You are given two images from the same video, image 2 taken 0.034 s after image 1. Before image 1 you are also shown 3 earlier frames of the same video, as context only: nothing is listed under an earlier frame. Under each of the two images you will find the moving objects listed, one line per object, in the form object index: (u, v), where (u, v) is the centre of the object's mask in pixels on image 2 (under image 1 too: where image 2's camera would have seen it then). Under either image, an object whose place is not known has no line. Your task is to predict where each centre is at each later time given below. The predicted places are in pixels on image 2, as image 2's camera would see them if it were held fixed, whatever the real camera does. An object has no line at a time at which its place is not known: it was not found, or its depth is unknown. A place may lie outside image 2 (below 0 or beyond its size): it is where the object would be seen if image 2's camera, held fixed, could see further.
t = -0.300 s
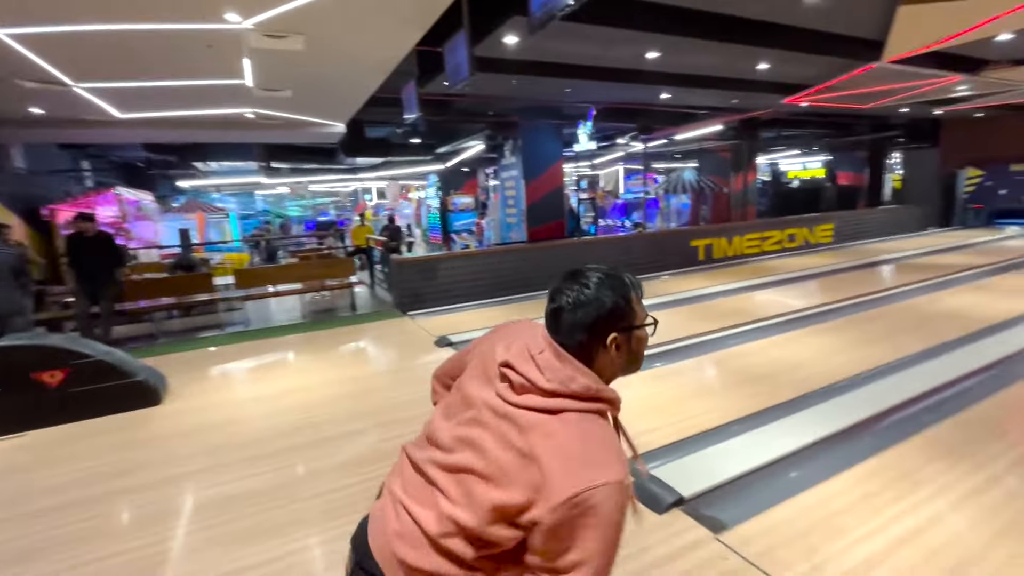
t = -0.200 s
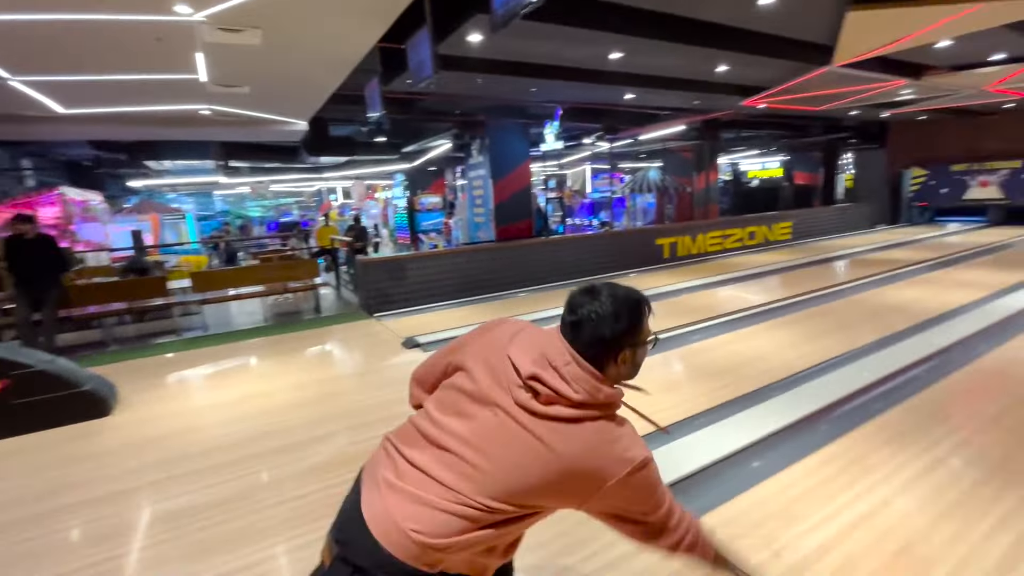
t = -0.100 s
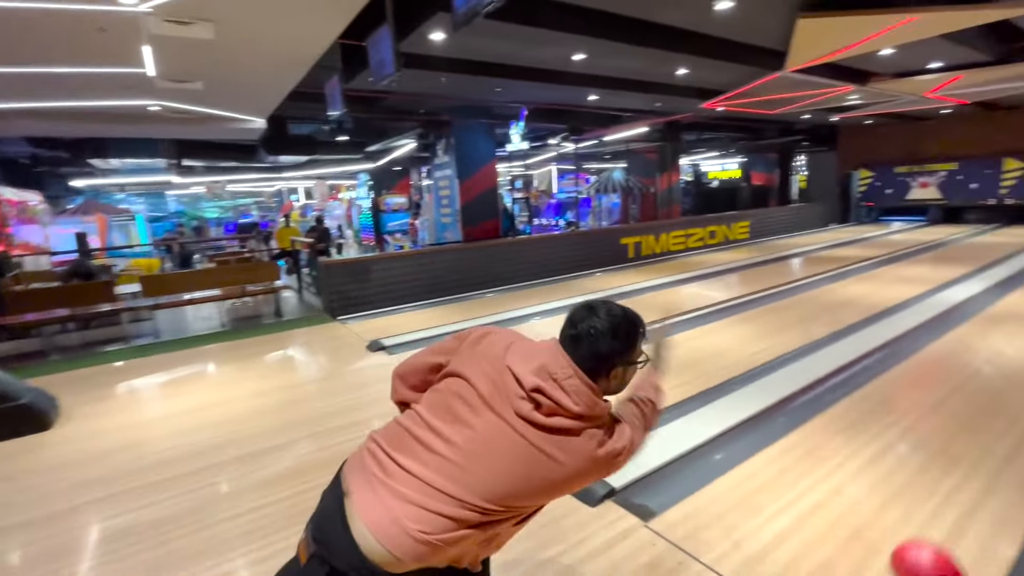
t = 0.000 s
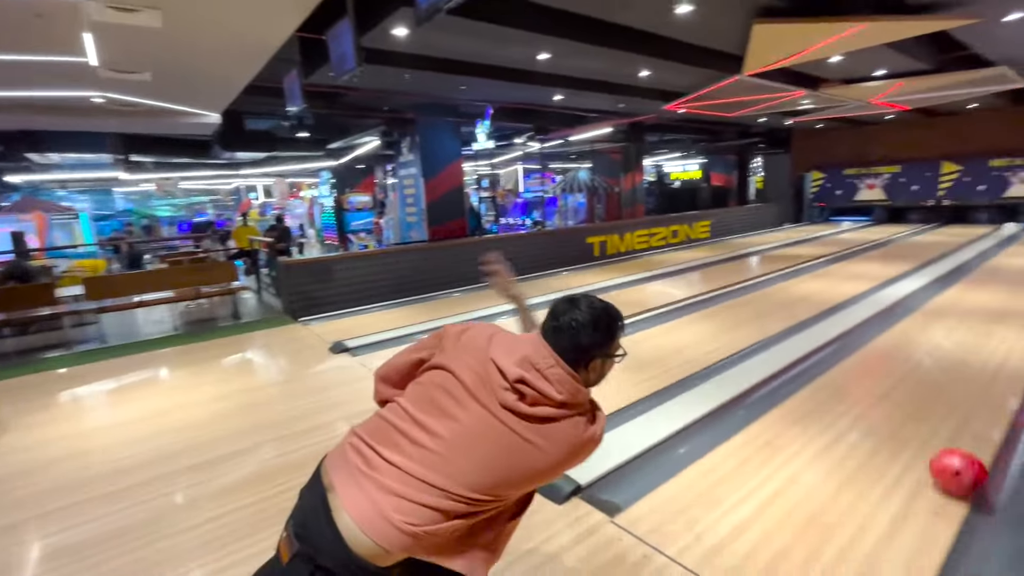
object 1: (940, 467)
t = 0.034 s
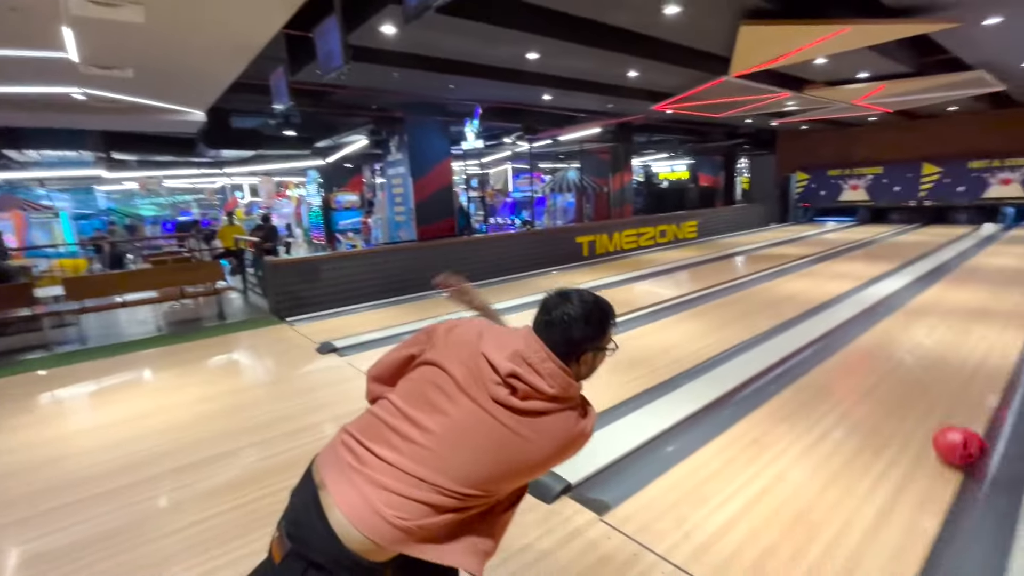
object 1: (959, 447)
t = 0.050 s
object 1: (966, 437)
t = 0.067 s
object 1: (976, 428)
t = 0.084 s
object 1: (982, 419)
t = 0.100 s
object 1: (989, 411)
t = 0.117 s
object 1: (996, 405)
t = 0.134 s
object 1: (1002, 398)
